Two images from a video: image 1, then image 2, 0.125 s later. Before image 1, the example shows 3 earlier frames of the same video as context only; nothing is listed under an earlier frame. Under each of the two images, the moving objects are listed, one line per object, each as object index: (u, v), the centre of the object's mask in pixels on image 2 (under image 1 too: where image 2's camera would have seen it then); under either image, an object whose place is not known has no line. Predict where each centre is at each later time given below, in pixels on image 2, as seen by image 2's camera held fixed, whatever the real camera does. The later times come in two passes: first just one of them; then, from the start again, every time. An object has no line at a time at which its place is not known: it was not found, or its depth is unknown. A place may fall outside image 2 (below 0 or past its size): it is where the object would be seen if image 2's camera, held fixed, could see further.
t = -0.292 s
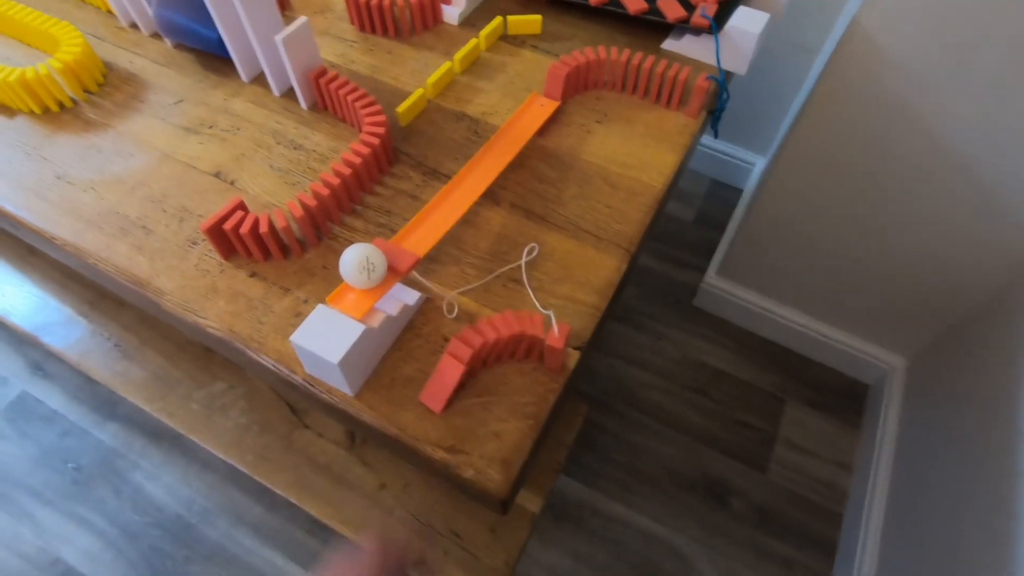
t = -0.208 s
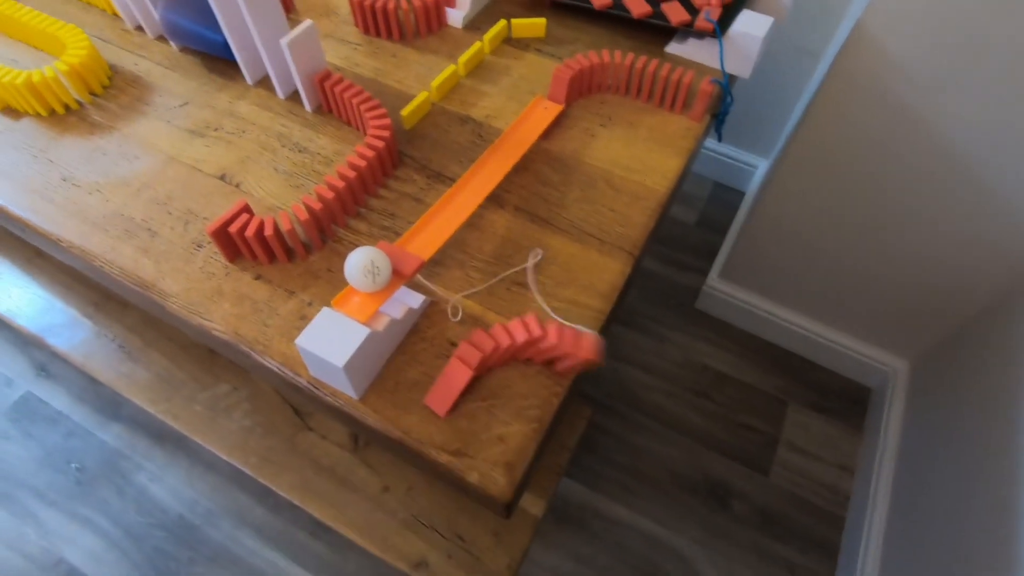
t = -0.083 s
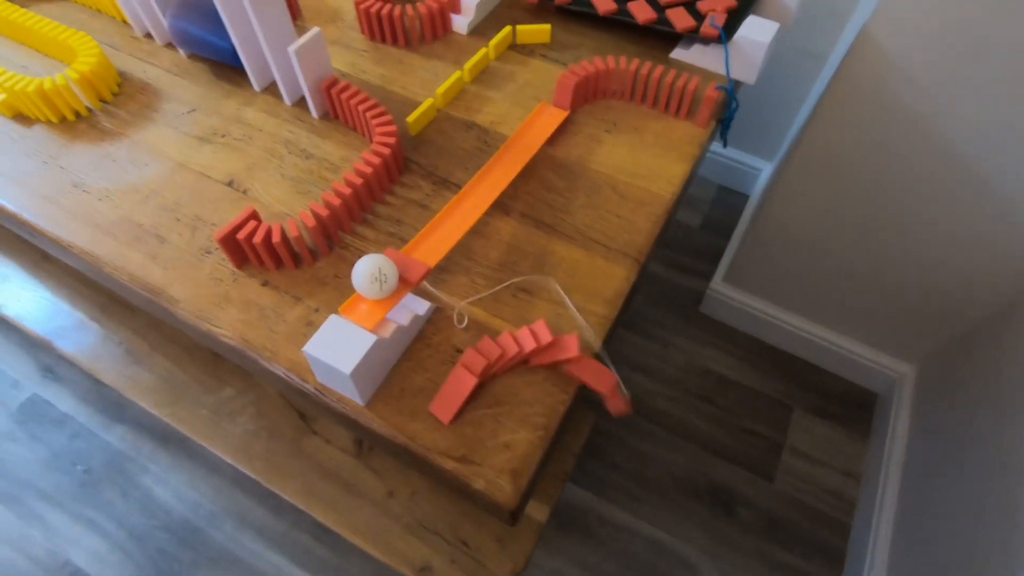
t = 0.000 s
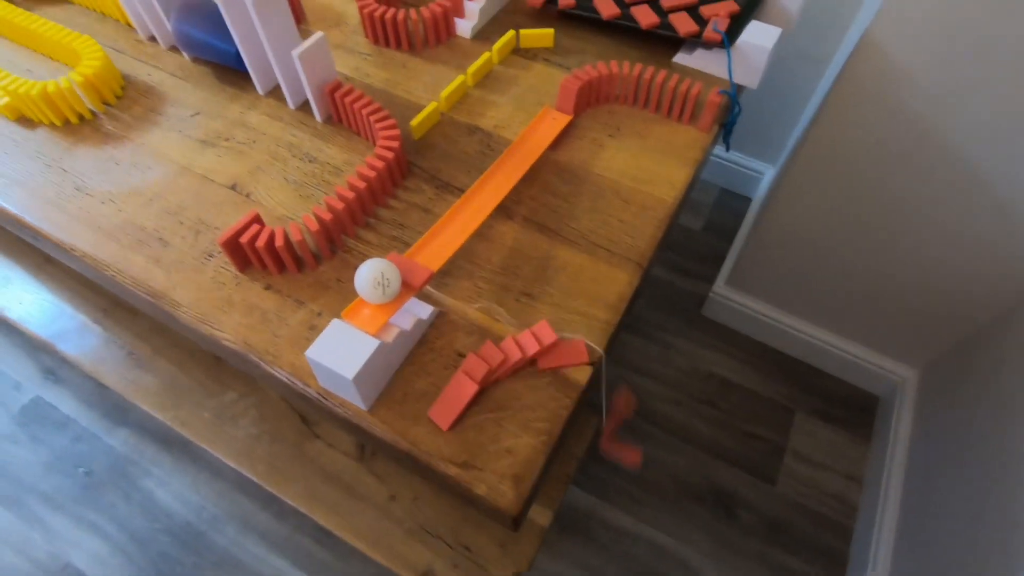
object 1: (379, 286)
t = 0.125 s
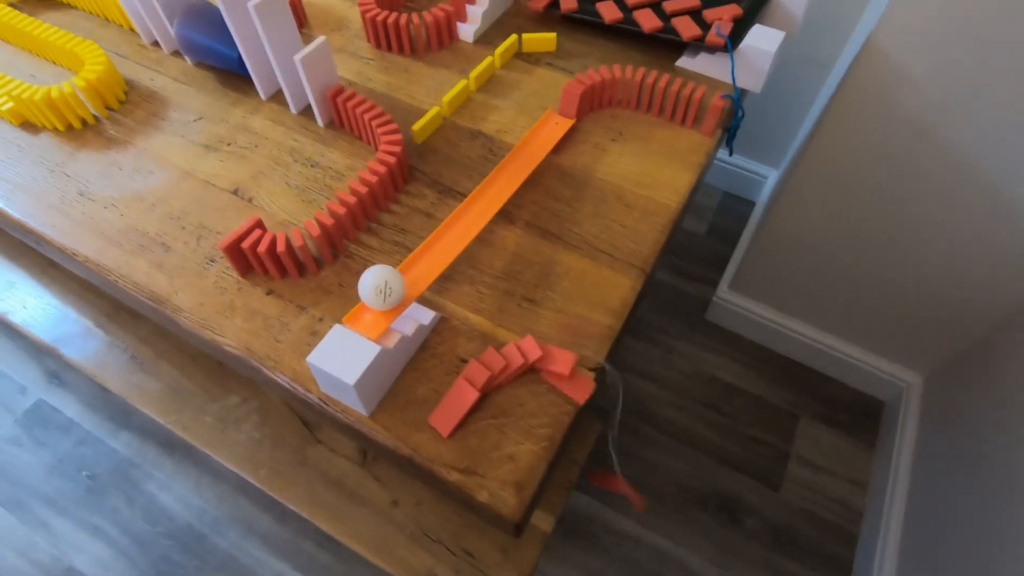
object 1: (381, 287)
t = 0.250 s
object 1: (388, 277)
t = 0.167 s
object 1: (383, 285)
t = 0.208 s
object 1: (385, 282)
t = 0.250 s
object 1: (388, 277)
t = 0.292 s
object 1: (393, 273)
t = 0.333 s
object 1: (399, 267)
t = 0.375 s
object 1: (406, 260)
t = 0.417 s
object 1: (414, 253)
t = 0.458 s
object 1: (423, 245)
